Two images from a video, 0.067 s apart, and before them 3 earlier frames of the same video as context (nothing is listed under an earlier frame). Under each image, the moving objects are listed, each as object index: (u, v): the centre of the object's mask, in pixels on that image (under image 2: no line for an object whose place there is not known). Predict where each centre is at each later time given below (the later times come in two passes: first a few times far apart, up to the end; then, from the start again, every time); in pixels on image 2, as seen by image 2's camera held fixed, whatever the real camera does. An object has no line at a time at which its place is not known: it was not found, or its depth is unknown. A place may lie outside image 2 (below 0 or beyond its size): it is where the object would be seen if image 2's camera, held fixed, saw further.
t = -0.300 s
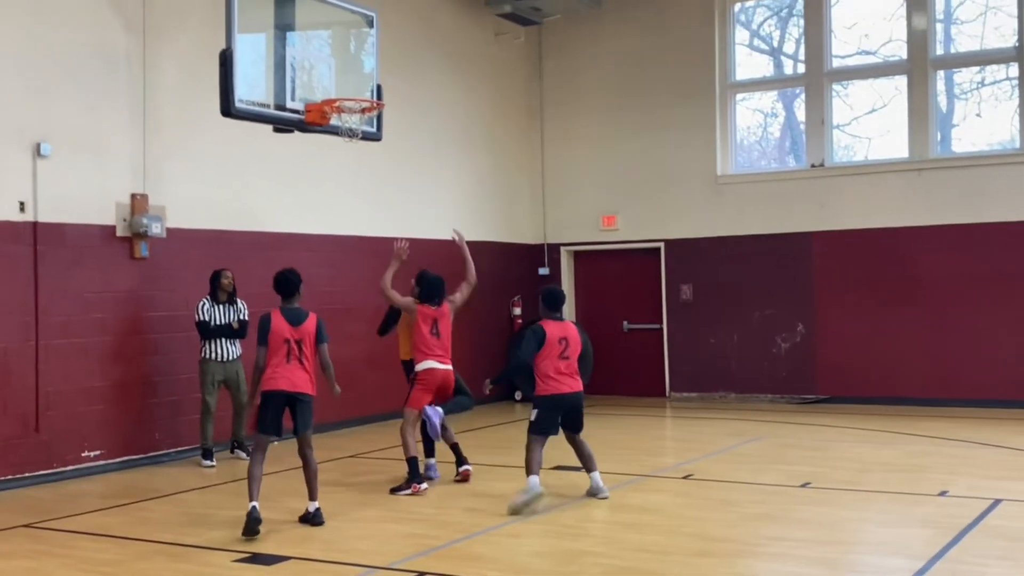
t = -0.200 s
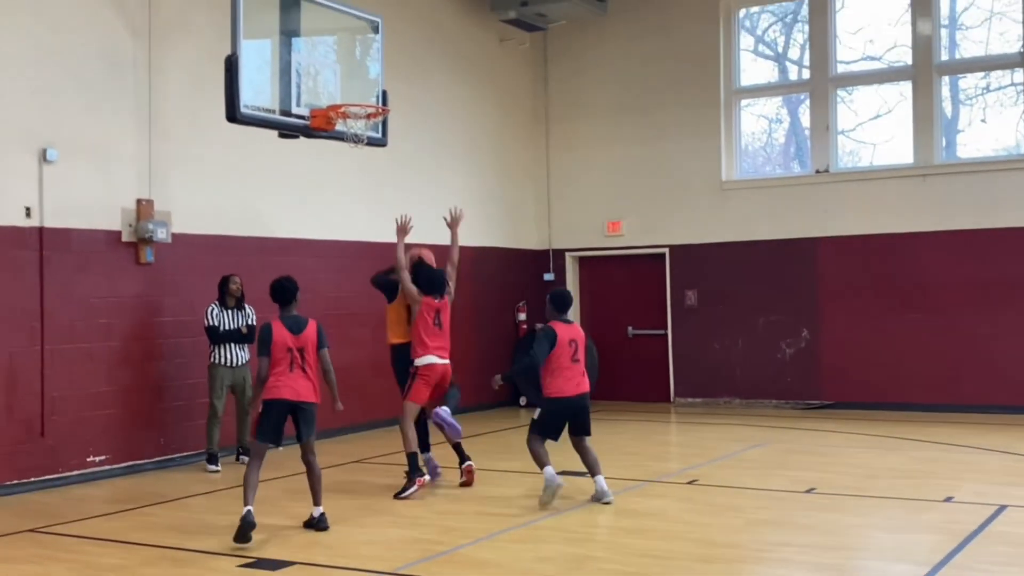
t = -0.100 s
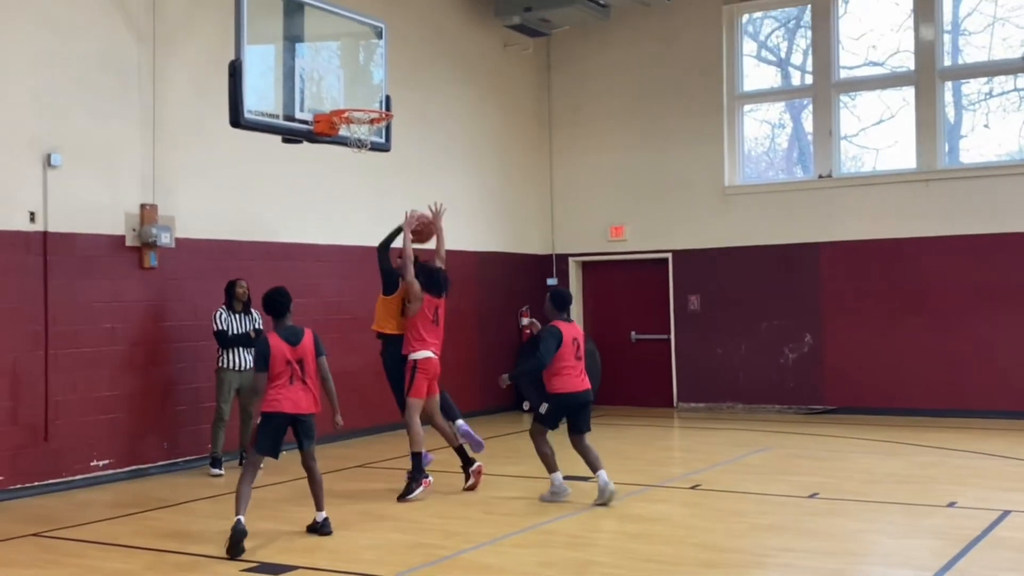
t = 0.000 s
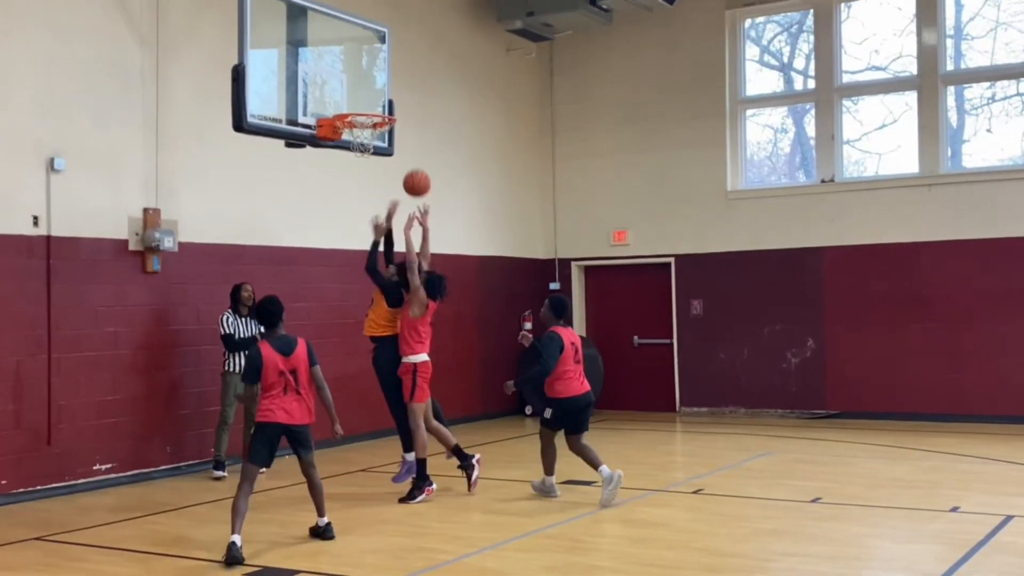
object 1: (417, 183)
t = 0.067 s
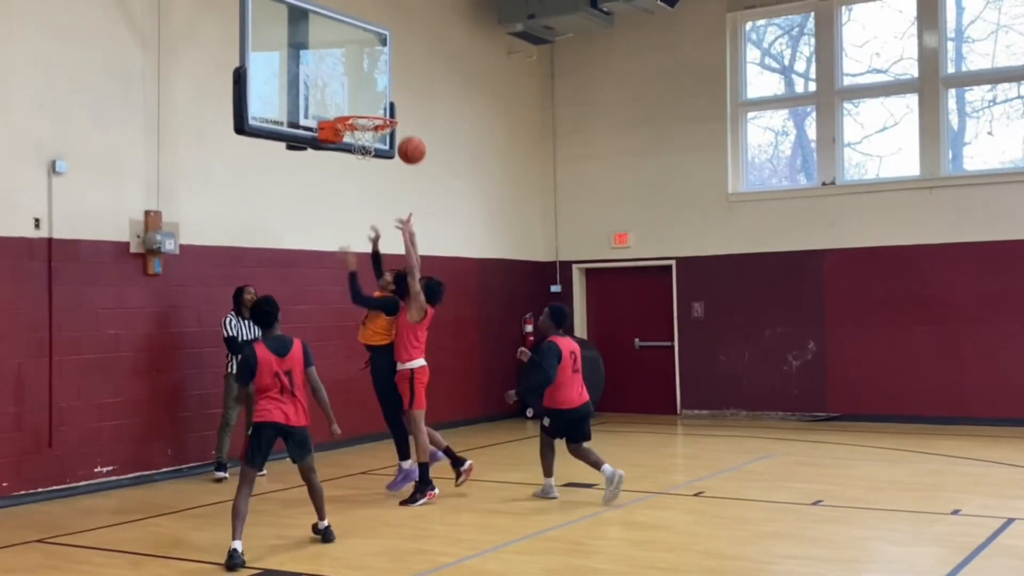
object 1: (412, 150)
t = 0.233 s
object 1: (396, 81)
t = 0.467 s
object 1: (375, 36)
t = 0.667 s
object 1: (357, 49)
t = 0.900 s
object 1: (335, 132)
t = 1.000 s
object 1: (327, 191)
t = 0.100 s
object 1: (409, 134)
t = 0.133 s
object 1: (406, 118)
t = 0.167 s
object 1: (402, 105)
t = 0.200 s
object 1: (399, 92)
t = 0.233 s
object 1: (396, 81)
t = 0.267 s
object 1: (393, 71)
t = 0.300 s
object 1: (390, 62)
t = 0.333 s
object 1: (387, 54)
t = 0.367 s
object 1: (384, 48)
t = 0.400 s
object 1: (381, 43)
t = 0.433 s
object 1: (378, 38)
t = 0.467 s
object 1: (375, 36)
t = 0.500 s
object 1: (371, 35)
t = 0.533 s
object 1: (369, 35)
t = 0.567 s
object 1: (366, 36)
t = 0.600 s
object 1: (363, 40)
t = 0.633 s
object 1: (360, 44)
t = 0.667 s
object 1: (357, 49)
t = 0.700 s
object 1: (354, 57)
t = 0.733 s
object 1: (351, 65)
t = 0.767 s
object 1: (348, 76)
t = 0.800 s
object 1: (345, 88)
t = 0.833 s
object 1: (342, 101)
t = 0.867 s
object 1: (339, 116)
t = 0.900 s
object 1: (335, 132)
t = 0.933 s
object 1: (333, 150)
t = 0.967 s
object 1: (330, 170)
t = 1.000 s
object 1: (327, 191)
